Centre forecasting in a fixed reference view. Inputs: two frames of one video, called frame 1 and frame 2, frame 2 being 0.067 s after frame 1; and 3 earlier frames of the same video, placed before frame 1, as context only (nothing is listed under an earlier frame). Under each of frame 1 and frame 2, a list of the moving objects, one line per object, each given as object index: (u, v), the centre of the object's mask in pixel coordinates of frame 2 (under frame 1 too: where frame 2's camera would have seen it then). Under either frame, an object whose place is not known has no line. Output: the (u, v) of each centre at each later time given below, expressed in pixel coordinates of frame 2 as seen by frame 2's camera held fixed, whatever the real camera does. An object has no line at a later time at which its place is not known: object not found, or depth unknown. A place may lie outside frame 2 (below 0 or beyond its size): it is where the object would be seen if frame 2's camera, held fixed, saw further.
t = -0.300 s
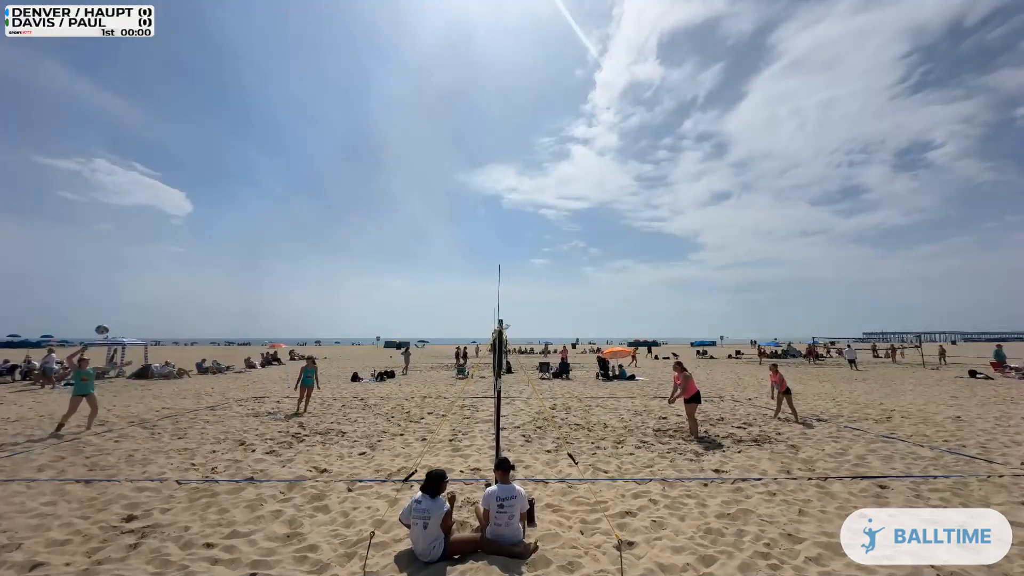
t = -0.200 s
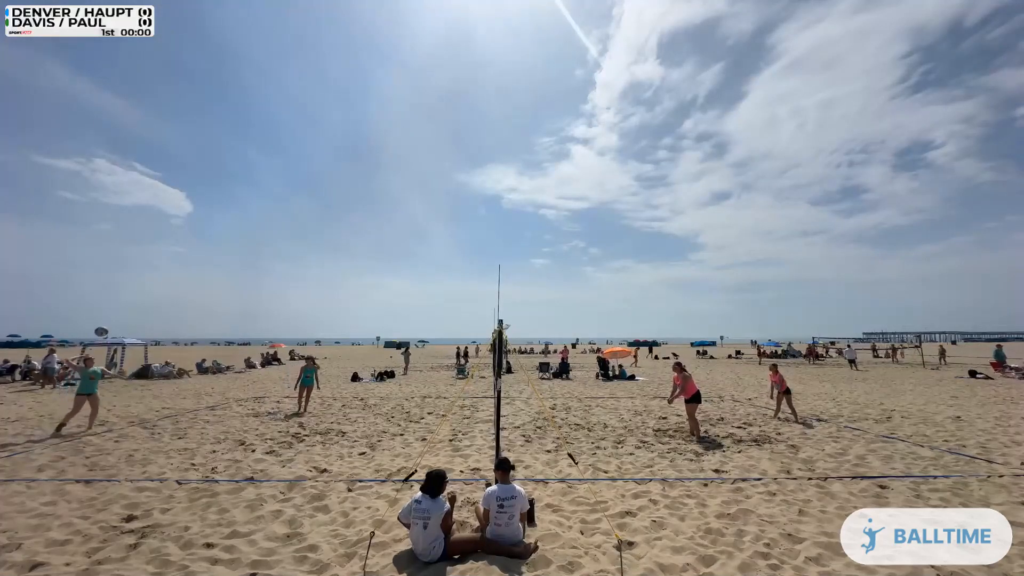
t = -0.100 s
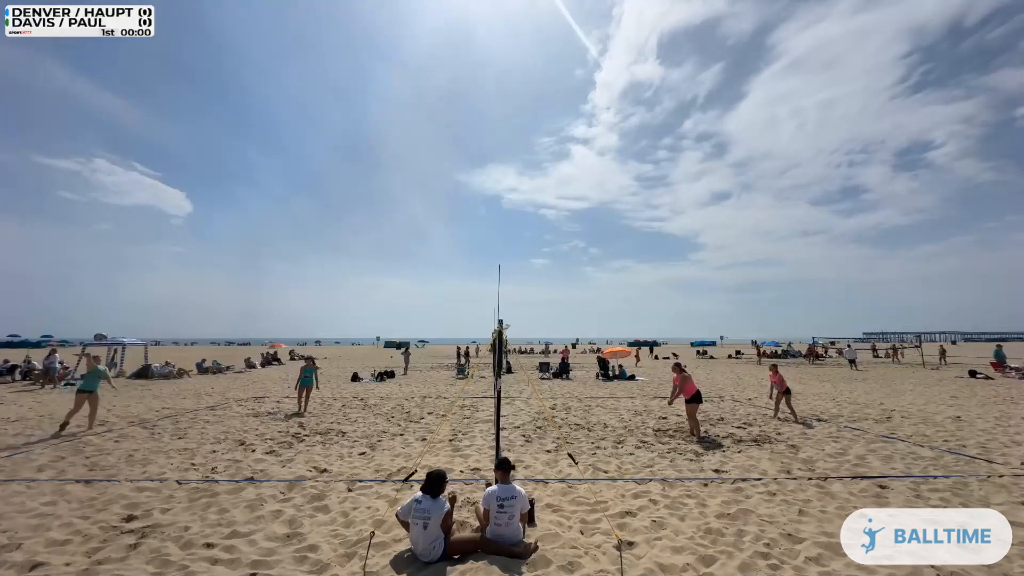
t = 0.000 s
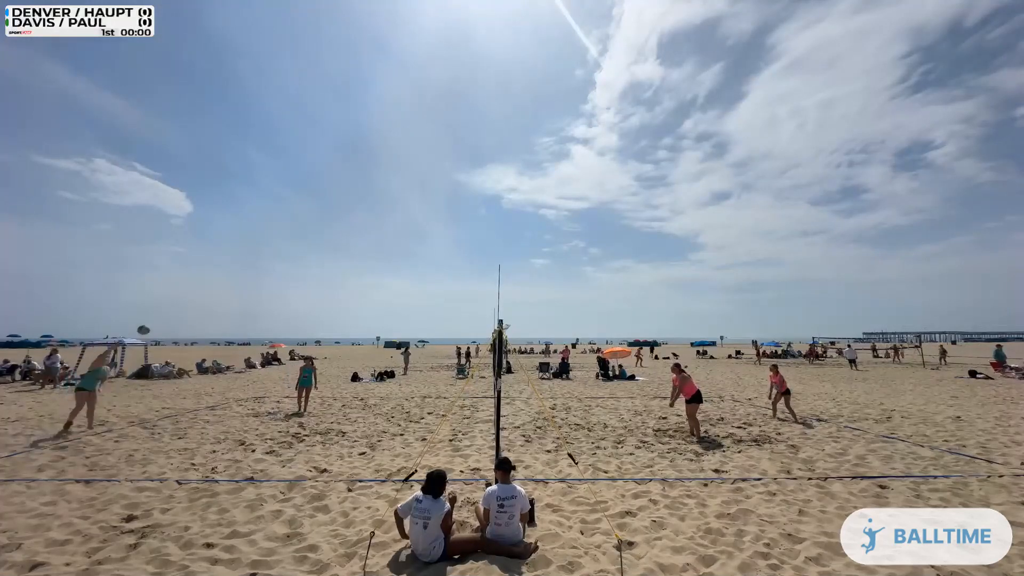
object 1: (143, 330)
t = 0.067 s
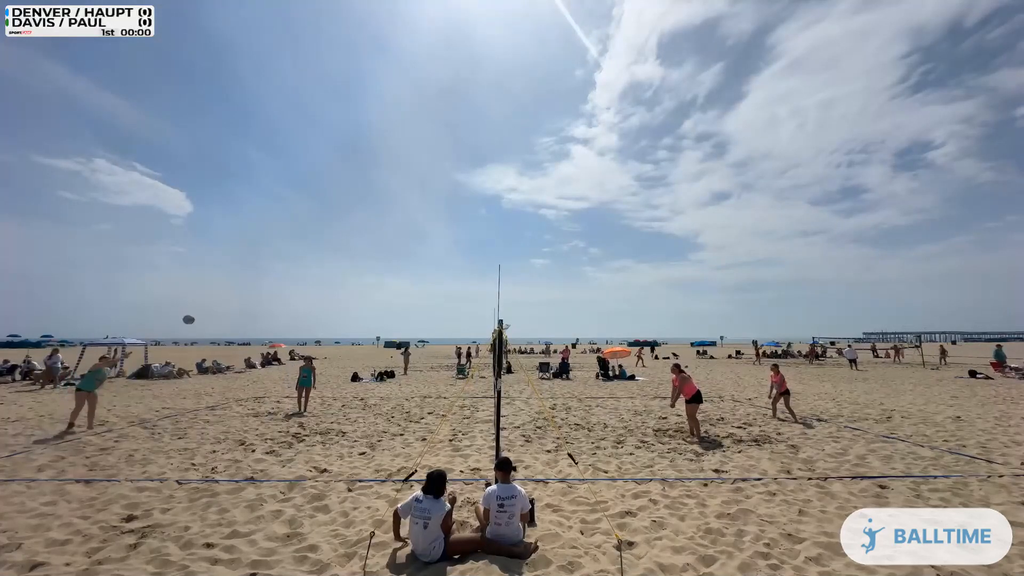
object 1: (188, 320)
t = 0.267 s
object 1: (306, 301)
